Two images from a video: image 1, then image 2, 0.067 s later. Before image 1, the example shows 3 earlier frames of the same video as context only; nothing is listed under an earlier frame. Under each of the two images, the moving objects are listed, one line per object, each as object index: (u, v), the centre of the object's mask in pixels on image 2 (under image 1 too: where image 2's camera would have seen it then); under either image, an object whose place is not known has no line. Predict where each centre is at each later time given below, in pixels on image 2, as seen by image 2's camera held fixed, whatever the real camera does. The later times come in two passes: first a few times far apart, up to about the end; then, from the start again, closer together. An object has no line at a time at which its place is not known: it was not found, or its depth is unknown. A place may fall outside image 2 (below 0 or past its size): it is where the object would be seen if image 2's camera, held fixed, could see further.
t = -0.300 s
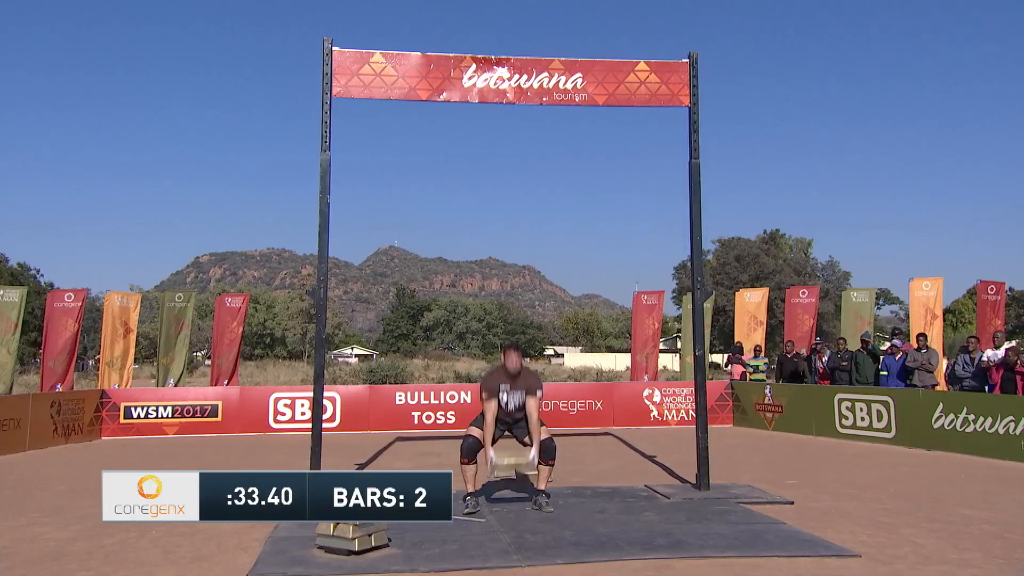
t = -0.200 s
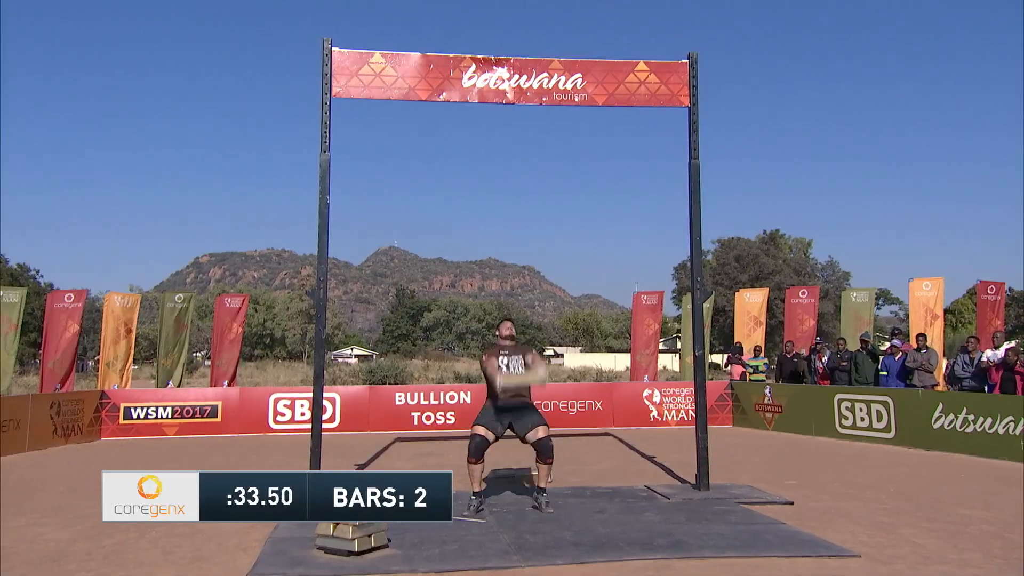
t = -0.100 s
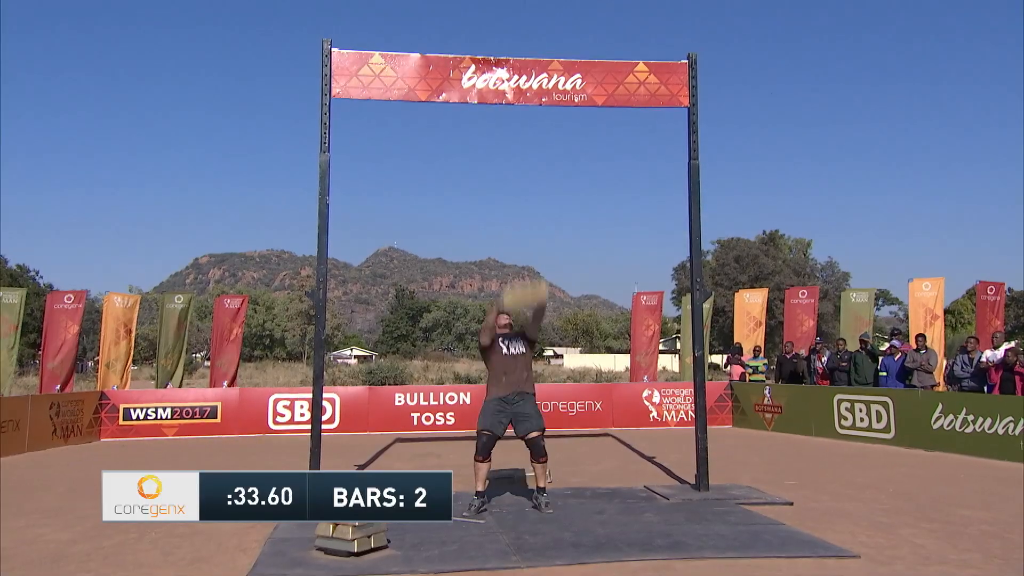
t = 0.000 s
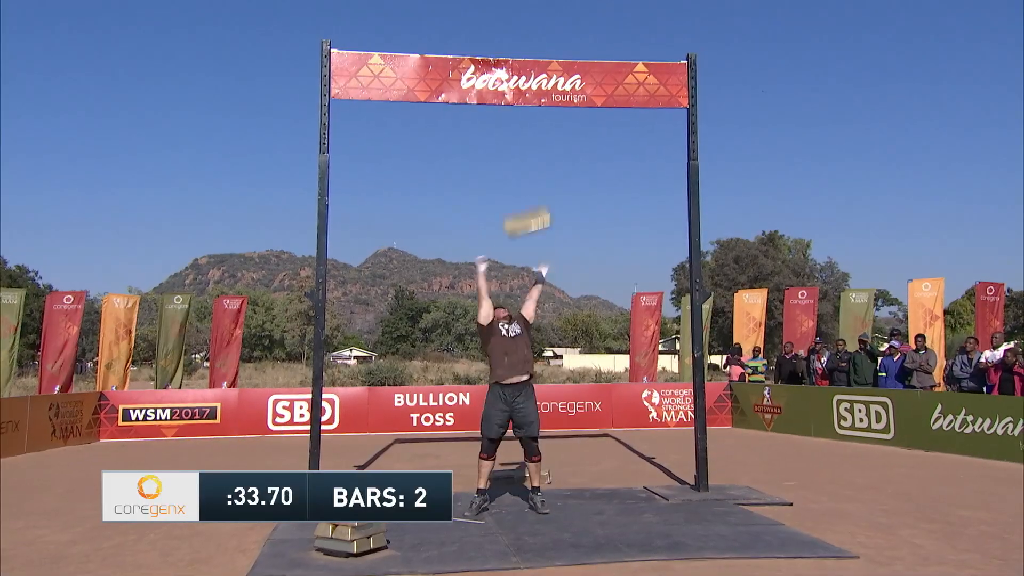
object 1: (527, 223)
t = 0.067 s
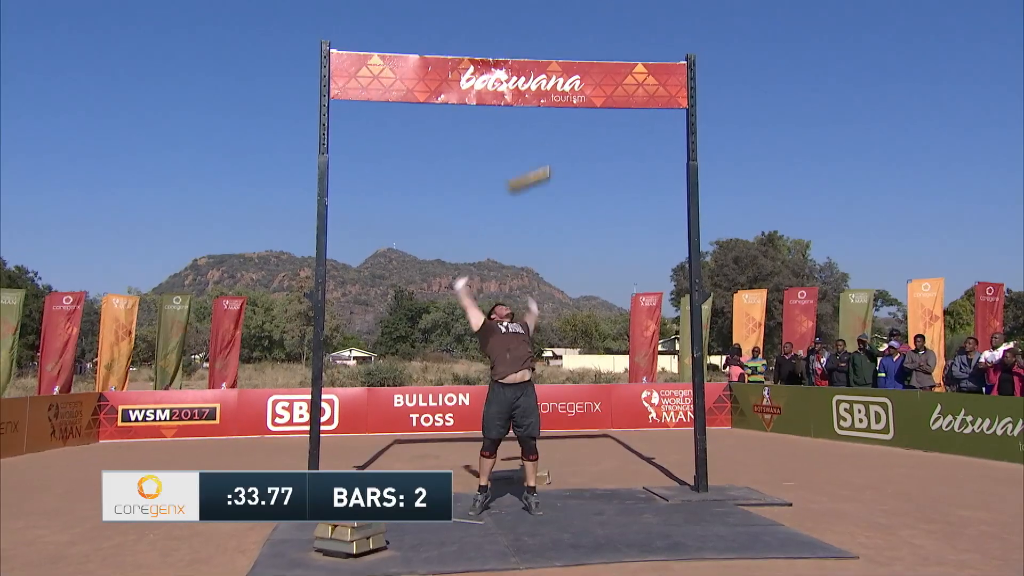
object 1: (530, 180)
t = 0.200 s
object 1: (531, 109)
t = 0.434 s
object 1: (539, 29)
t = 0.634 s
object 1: (542, 13)
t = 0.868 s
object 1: (551, 34)
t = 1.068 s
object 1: (556, 101)
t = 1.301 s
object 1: (563, 228)
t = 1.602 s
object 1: (569, 483)
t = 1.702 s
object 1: (570, 494)
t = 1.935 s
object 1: (564, 491)
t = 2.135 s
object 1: (560, 487)
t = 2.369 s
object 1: (557, 486)
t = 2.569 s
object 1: (555, 486)
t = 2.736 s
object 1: (555, 486)
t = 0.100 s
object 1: (530, 159)
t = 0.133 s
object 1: (530, 141)
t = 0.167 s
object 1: (530, 123)
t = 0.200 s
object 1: (531, 109)
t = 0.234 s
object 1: (533, 93)
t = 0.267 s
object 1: (534, 80)
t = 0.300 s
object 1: (535, 67)
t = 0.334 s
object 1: (537, 55)
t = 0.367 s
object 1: (538, 46)
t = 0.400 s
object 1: (538, 37)
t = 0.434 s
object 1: (539, 29)
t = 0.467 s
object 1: (539, 23)
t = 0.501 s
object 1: (541, 18)
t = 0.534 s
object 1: (542, 16)
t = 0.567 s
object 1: (542, 14)
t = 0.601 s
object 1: (542, 13)
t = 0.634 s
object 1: (542, 13)
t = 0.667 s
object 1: (543, 13)
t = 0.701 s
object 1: (545, 14)
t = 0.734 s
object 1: (547, 16)
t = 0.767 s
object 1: (550, 18)
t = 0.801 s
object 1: (550, 21)
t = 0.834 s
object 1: (550, 27)
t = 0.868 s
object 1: (551, 34)
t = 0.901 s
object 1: (551, 43)
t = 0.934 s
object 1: (552, 52)
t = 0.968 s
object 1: (553, 62)
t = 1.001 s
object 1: (555, 73)
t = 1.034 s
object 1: (555, 86)
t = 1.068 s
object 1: (556, 101)
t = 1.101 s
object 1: (557, 114)
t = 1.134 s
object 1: (557, 130)
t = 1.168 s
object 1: (558, 148)
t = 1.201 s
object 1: (560, 167)
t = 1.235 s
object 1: (561, 186)
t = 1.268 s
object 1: (562, 206)
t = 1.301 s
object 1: (563, 228)
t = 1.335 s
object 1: (563, 251)
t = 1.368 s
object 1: (564, 274)
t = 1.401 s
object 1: (566, 299)
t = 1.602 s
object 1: (569, 483)
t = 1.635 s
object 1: (571, 499)
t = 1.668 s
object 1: (570, 498)
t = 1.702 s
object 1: (570, 494)
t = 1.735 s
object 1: (570, 491)
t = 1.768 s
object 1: (569, 489)
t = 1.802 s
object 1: (567, 488)
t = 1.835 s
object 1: (567, 489)
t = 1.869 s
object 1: (566, 490)
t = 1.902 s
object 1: (565, 492)
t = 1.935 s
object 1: (564, 491)
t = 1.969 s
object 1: (562, 490)
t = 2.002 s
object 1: (562, 489)
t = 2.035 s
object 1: (563, 489)
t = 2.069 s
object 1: (562, 488)
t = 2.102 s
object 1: (561, 488)
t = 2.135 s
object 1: (560, 487)
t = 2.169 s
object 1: (559, 487)
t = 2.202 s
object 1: (559, 487)
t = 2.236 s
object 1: (558, 487)
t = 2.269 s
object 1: (558, 486)
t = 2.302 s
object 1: (558, 486)
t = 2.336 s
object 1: (557, 486)
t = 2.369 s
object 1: (557, 486)
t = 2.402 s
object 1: (556, 486)
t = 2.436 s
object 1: (555, 486)
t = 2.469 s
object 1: (555, 486)
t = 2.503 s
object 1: (555, 486)
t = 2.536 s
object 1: (555, 486)
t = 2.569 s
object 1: (555, 486)
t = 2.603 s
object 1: (555, 486)
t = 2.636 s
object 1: (555, 486)
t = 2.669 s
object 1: (555, 486)
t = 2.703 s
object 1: (555, 486)
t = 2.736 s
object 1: (555, 486)
